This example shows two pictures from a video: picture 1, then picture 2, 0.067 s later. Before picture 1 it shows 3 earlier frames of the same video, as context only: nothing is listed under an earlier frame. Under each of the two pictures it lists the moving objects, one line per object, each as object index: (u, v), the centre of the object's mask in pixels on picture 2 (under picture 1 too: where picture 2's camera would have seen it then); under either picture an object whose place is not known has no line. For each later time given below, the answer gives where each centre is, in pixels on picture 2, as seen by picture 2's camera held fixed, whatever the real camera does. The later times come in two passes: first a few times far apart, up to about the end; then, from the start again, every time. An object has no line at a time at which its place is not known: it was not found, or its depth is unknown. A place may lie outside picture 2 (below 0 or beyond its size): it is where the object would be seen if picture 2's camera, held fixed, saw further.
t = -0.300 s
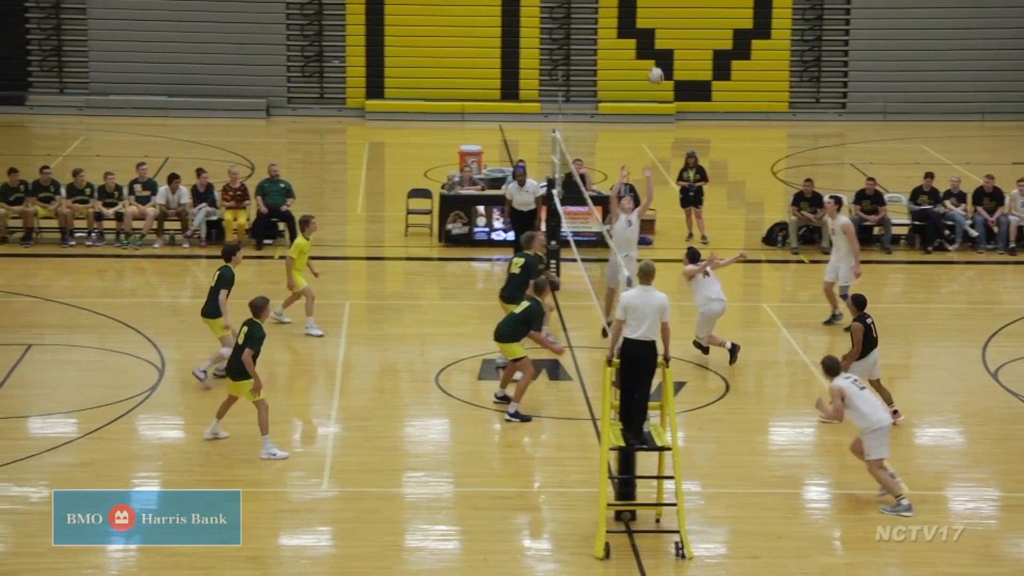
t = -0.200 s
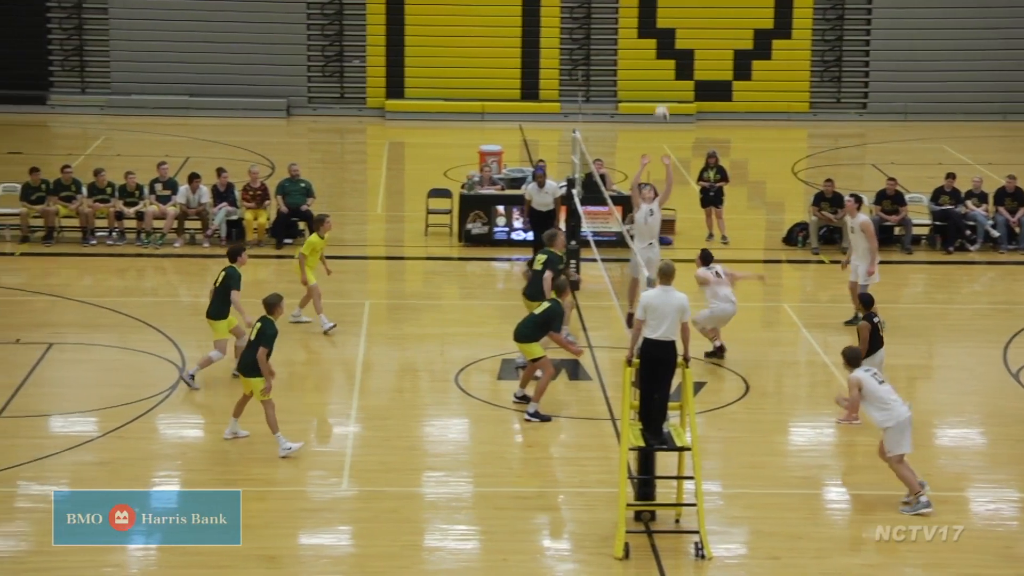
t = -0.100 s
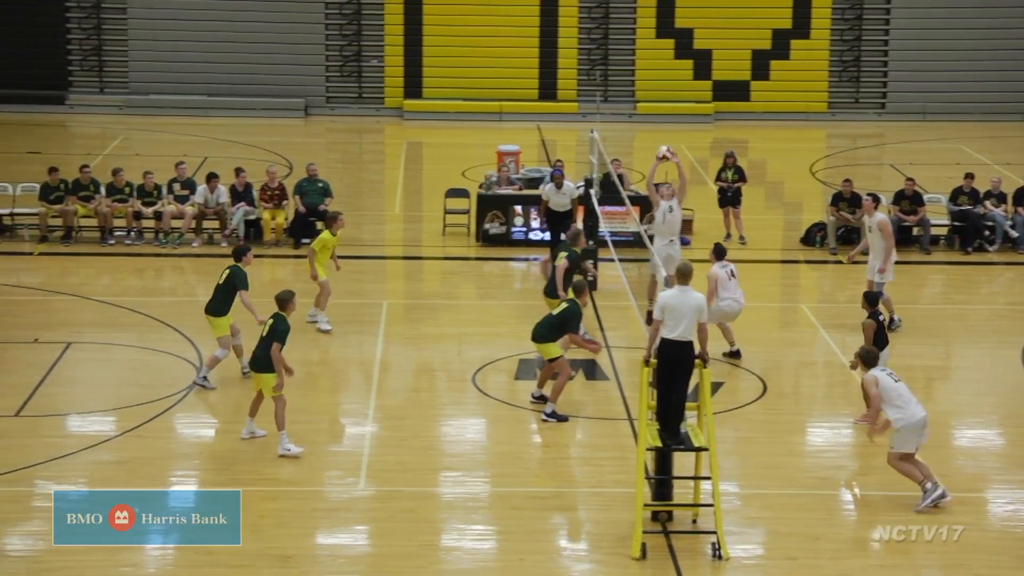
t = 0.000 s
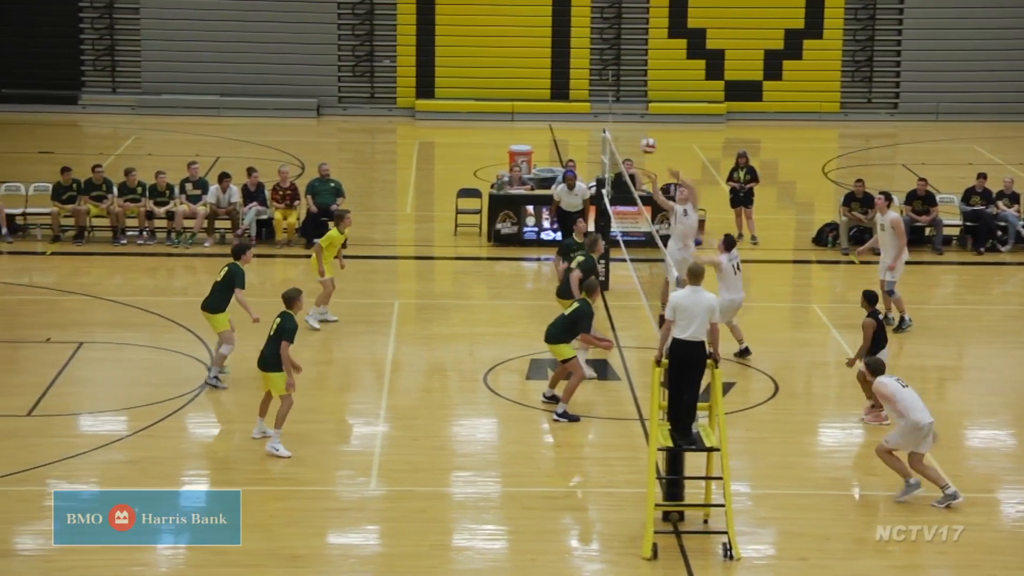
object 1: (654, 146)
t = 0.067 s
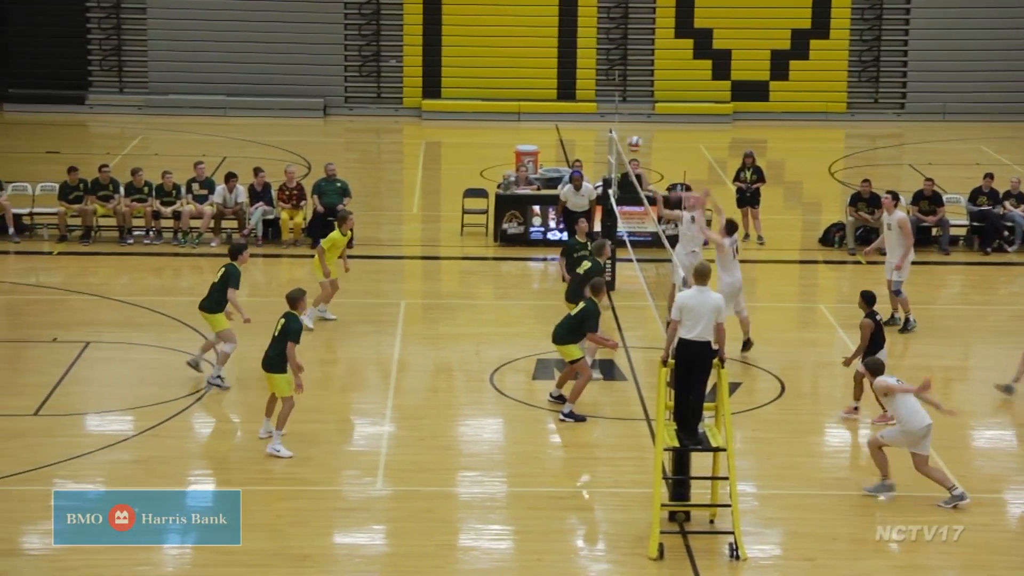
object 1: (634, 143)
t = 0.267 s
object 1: (573, 154)
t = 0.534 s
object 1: (487, 222)
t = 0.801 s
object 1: (403, 343)
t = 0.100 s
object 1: (625, 143)
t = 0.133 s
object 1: (613, 144)
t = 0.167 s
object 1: (604, 143)
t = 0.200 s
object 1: (594, 147)
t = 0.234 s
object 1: (583, 149)
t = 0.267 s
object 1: (573, 154)
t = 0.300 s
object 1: (562, 159)
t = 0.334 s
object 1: (551, 165)
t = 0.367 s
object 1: (540, 172)
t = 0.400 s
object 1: (527, 179)
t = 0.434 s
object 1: (518, 191)
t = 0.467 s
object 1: (508, 200)
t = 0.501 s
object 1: (498, 211)
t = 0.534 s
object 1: (487, 222)
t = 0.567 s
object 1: (477, 233)
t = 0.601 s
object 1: (466, 246)
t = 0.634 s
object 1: (455, 259)
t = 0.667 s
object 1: (444, 275)
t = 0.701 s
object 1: (433, 291)
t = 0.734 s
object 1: (423, 307)
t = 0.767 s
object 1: (412, 324)
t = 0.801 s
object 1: (403, 343)
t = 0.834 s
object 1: (392, 362)
